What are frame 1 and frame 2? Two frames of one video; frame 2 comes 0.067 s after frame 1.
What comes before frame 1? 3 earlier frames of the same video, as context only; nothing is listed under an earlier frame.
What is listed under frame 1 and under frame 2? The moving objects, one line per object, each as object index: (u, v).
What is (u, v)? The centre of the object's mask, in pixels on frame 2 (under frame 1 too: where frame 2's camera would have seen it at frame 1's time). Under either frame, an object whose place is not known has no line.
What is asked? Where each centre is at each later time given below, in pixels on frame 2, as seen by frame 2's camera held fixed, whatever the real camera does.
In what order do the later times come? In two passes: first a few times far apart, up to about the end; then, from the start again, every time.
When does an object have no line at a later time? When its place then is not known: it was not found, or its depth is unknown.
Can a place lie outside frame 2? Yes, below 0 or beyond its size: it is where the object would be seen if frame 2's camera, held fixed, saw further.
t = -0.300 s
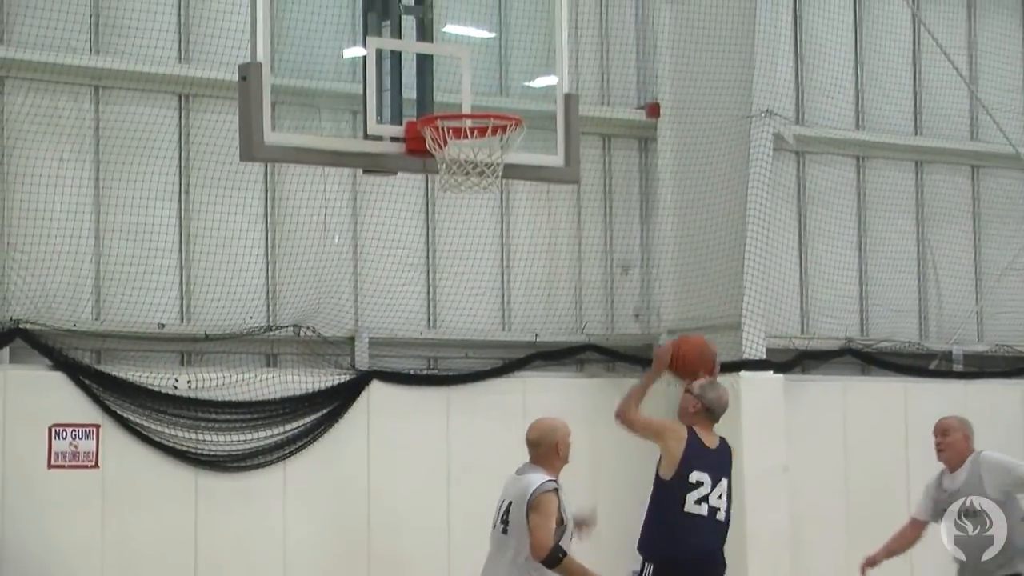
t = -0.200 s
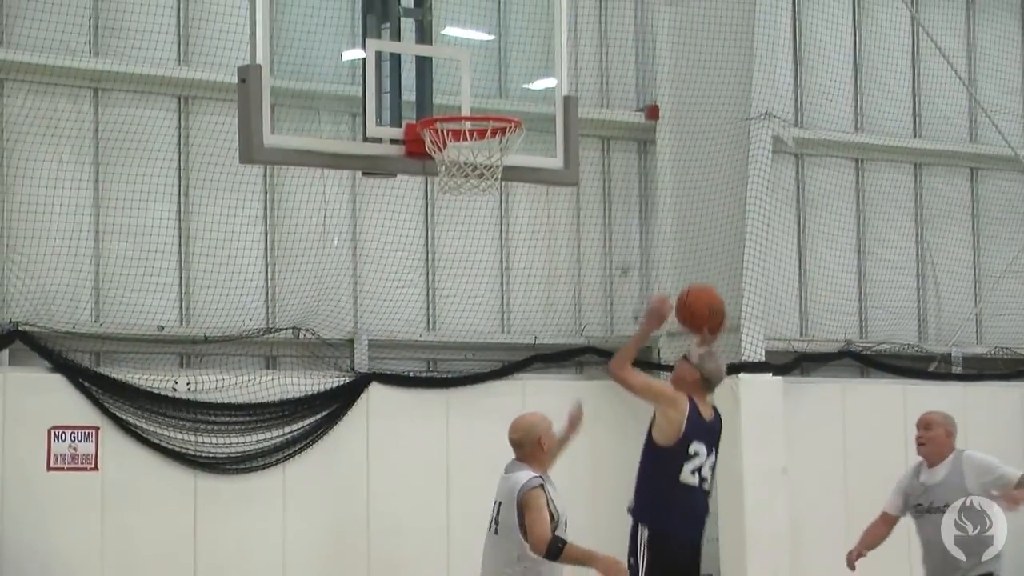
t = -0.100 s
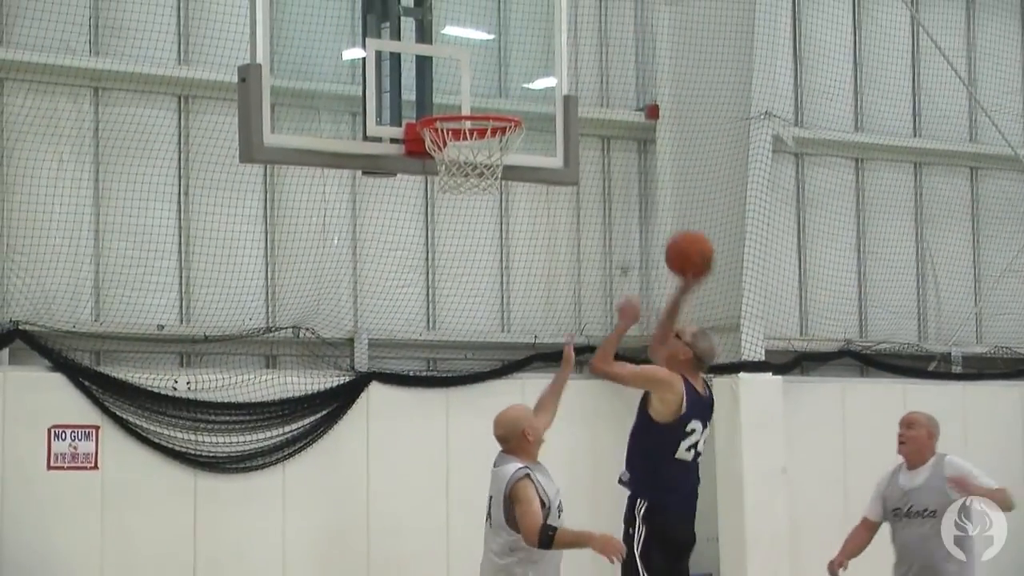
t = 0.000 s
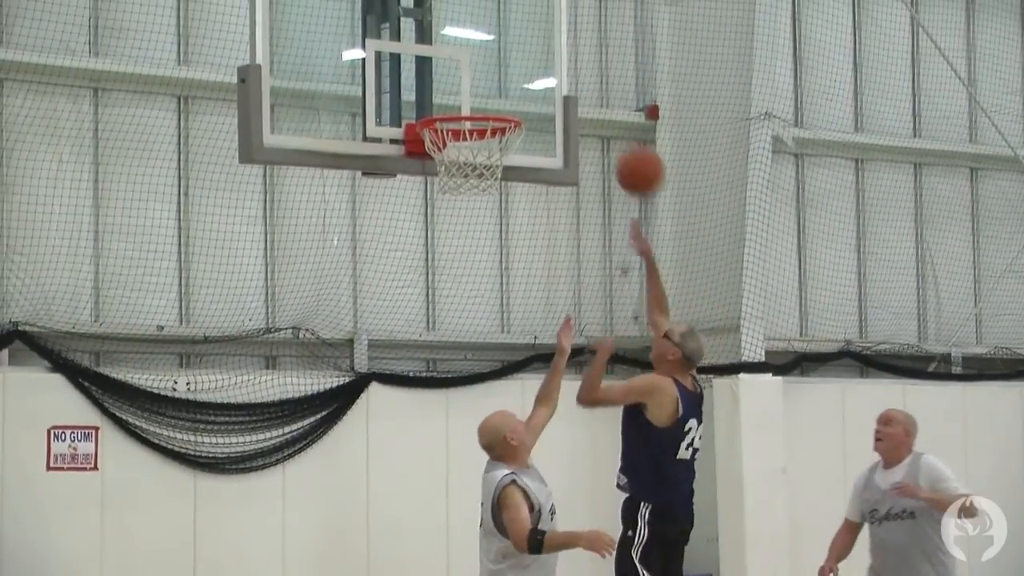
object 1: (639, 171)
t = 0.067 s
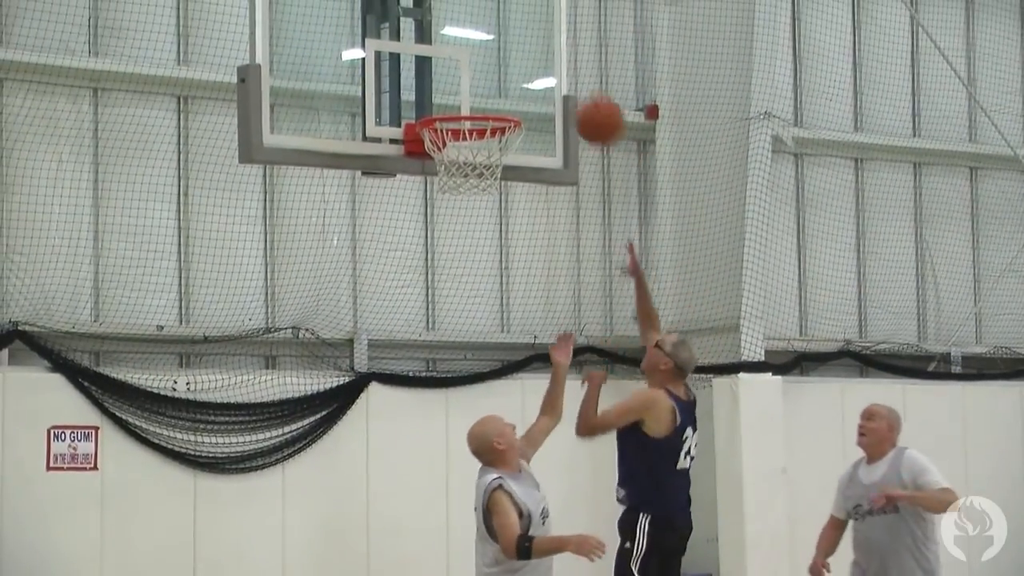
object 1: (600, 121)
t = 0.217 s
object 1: (511, 41)
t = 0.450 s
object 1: (488, 39)
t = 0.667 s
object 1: (482, 77)
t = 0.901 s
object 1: (469, 89)
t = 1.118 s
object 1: (462, 173)
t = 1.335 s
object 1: (470, 262)
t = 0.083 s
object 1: (590, 109)
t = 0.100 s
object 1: (580, 99)
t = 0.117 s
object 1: (571, 89)
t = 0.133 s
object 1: (561, 80)
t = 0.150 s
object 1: (550, 70)
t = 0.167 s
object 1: (540, 61)
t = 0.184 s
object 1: (530, 55)
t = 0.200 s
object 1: (520, 48)
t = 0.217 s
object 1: (511, 41)
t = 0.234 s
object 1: (501, 35)
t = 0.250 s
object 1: (493, 30)
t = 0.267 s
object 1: (492, 29)
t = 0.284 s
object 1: (492, 27)
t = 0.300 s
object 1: (491, 26)
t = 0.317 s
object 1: (491, 25)
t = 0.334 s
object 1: (491, 25)
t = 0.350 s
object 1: (491, 26)
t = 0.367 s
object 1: (490, 26)
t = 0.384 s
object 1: (490, 27)
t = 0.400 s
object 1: (489, 29)
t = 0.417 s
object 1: (489, 32)
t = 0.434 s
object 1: (488, 35)
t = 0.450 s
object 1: (488, 39)
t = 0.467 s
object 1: (488, 44)
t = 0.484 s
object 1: (488, 49)
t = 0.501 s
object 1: (488, 55)
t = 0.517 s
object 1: (487, 62)
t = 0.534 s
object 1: (487, 68)
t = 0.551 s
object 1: (487, 75)
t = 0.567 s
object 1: (486, 83)
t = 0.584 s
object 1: (486, 91)
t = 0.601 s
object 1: (486, 93)
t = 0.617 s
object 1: (485, 89)
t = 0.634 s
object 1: (484, 84)
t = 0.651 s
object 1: (483, 80)
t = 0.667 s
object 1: (482, 77)
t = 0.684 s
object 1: (481, 74)
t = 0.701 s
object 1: (480, 72)
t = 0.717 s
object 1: (479, 70)
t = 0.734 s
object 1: (478, 69)
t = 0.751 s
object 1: (477, 68)
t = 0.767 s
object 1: (476, 68)
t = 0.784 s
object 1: (475, 69)
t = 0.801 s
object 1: (474, 70)
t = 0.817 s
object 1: (474, 71)
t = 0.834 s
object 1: (473, 74)
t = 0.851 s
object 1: (472, 77)
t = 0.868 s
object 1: (471, 80)
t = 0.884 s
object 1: (470, 84)
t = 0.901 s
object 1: (469, 89)
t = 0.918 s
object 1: (468, 92)
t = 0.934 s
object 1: (467, 96)
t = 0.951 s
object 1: (466, 99)
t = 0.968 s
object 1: (464, 108)
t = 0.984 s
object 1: (465, 120)
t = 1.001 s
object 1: (466, 128)
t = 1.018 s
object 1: (463, 138)
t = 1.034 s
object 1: (462, 143)
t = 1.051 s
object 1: (462, 149)
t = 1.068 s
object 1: (465, 150)
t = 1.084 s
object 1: (463, 164)
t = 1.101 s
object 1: (463, 169)
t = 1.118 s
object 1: (462, 173)
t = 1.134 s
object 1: (465, 183)
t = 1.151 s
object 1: (465, 184)
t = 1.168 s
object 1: (466, 188)
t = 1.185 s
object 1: (466, 191)
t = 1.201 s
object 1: (466, 197)
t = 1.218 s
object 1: (465, 203)
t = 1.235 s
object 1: (466, 209)
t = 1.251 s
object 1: (467, 217)
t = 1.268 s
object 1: (467, 224)
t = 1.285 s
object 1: (468, 233)
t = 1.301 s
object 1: (468, 242)
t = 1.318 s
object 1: (469, 252)
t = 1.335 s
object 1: (470, 262)
